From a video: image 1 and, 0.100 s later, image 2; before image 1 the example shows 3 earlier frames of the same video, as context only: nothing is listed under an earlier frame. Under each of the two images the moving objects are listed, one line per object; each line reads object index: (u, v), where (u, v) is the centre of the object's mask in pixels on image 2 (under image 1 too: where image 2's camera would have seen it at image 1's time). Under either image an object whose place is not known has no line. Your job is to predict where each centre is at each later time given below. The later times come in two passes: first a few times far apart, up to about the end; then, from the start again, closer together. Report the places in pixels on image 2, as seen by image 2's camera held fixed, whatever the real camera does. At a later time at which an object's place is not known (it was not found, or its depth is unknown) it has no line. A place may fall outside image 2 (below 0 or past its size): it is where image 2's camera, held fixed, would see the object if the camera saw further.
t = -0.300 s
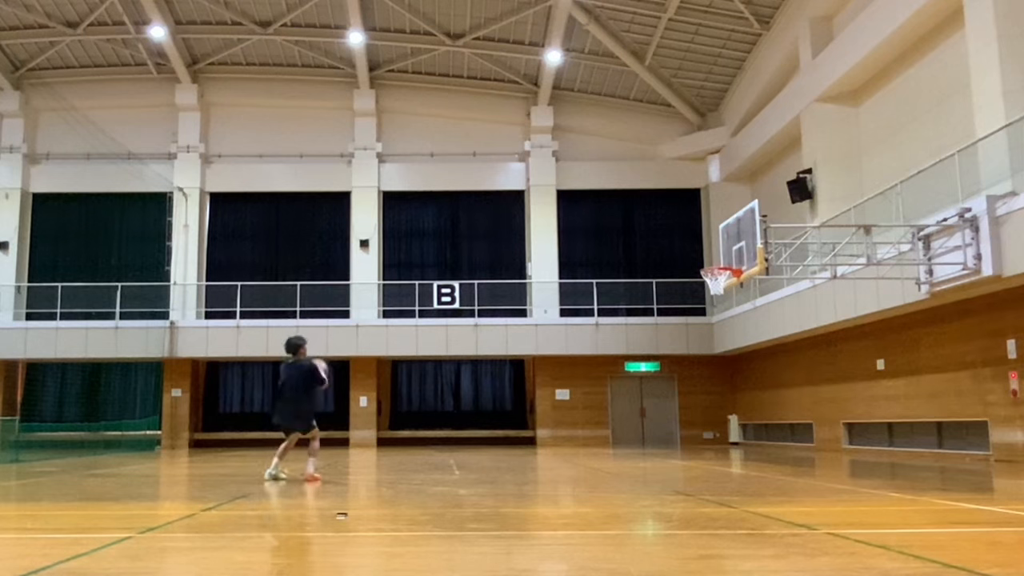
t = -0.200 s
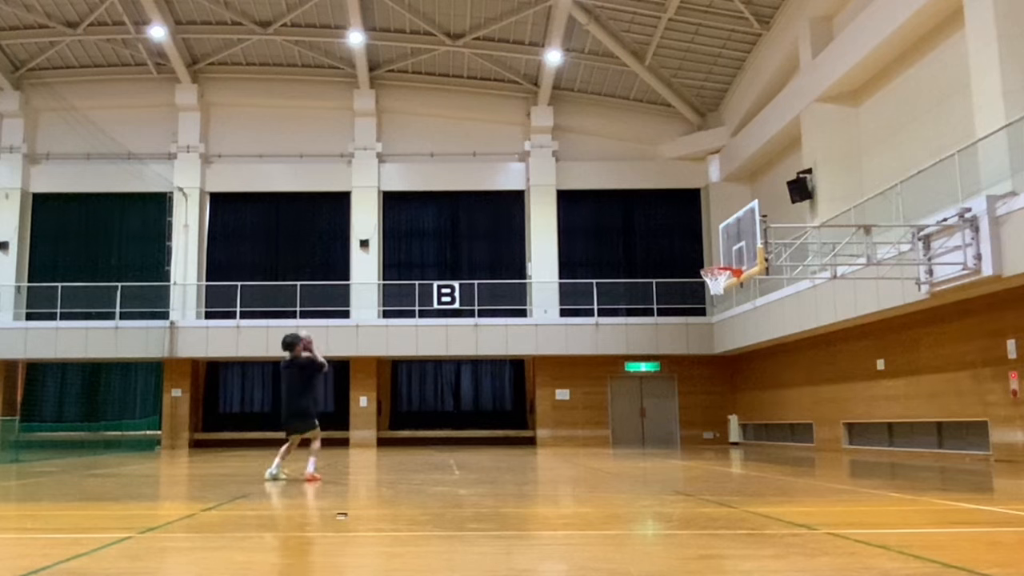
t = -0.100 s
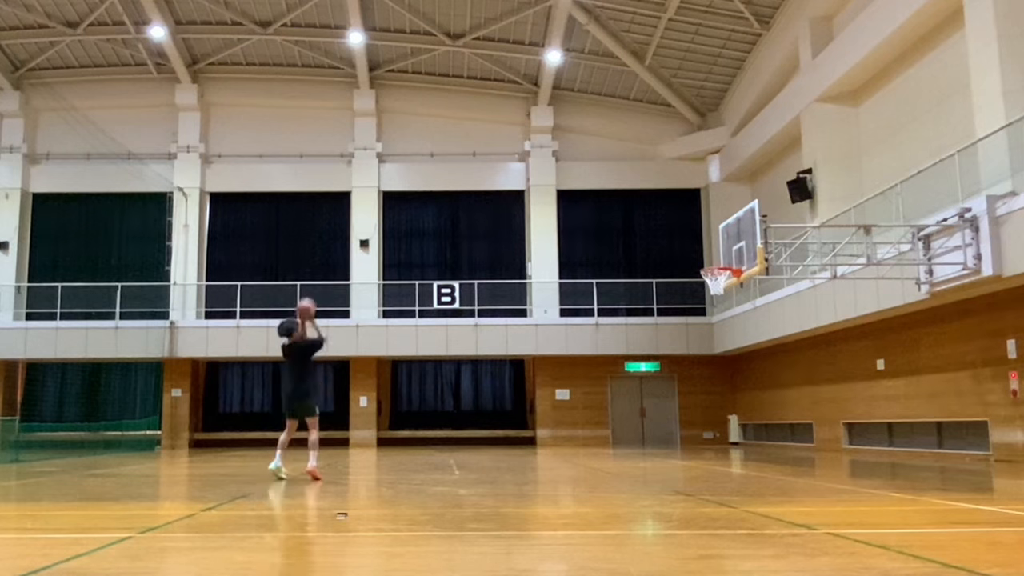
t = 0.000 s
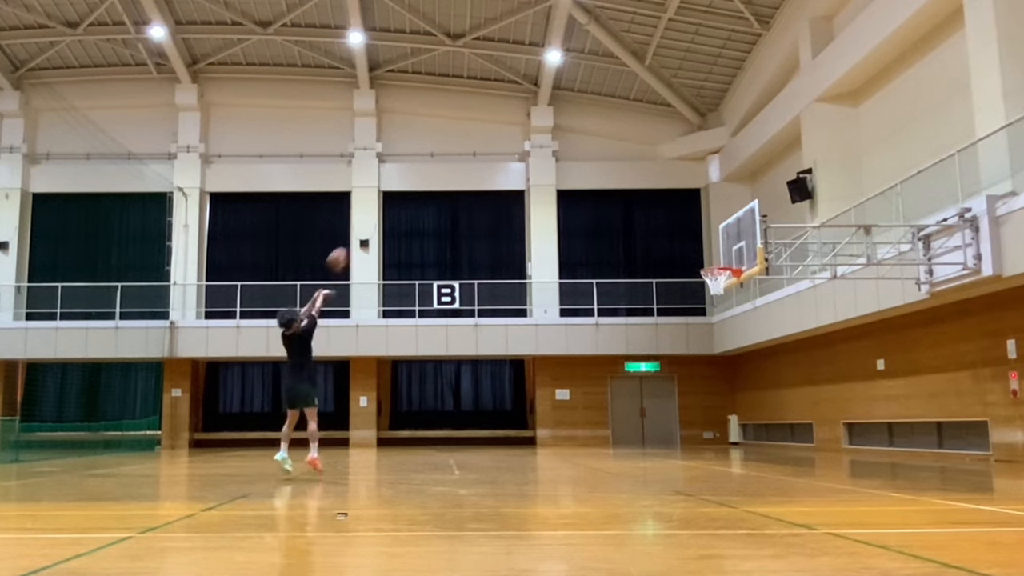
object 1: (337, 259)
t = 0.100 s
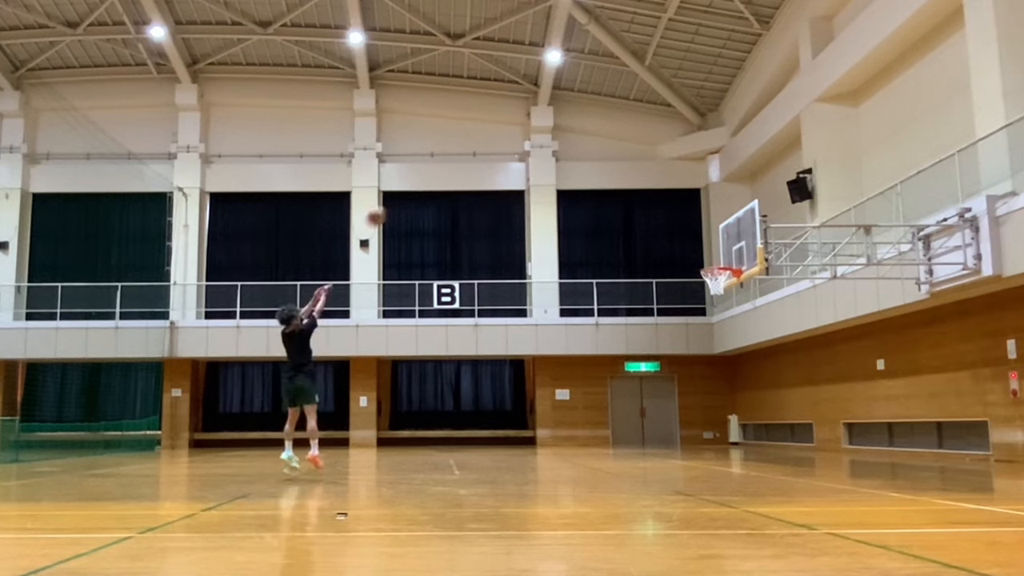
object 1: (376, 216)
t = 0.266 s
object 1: (433, 166)
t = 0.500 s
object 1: (507, 132)
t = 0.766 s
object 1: (580, 138)
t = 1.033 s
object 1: (649, 188)
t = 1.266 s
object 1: (706, 259)
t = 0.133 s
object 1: (389, 204)
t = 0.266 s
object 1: (433, 166)
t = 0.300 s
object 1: (444, 158)
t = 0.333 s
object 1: (455, 152)
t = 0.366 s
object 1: (466, 147)
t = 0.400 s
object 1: (477, 141)
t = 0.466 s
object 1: (496, 134)
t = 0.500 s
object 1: (507, 132)
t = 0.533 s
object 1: (516, 131)
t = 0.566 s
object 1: (525, 130)
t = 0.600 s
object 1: (535, 130)
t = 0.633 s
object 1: (544, 130)
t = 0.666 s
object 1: (554, 131)
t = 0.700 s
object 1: (562, 133)
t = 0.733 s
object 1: (571, 136)
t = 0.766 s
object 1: (580, 138)
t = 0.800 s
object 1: (589, 143)
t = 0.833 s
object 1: (598, 147)
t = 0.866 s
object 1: (606, 151)
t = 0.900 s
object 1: (615, 157)
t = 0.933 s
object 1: (623, 164)
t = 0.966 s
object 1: (632, 171)
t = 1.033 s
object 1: (649, 188)
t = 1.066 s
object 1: (658, 195)
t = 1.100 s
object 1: (665, 204)
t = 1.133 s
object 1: (674, 215)
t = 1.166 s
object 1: (682, 225)
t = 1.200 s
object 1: (690, 236)
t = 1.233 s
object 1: (696, 247)
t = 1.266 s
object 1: (706, 259)
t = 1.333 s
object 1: (721, 282)
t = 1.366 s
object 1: (725, 288)
